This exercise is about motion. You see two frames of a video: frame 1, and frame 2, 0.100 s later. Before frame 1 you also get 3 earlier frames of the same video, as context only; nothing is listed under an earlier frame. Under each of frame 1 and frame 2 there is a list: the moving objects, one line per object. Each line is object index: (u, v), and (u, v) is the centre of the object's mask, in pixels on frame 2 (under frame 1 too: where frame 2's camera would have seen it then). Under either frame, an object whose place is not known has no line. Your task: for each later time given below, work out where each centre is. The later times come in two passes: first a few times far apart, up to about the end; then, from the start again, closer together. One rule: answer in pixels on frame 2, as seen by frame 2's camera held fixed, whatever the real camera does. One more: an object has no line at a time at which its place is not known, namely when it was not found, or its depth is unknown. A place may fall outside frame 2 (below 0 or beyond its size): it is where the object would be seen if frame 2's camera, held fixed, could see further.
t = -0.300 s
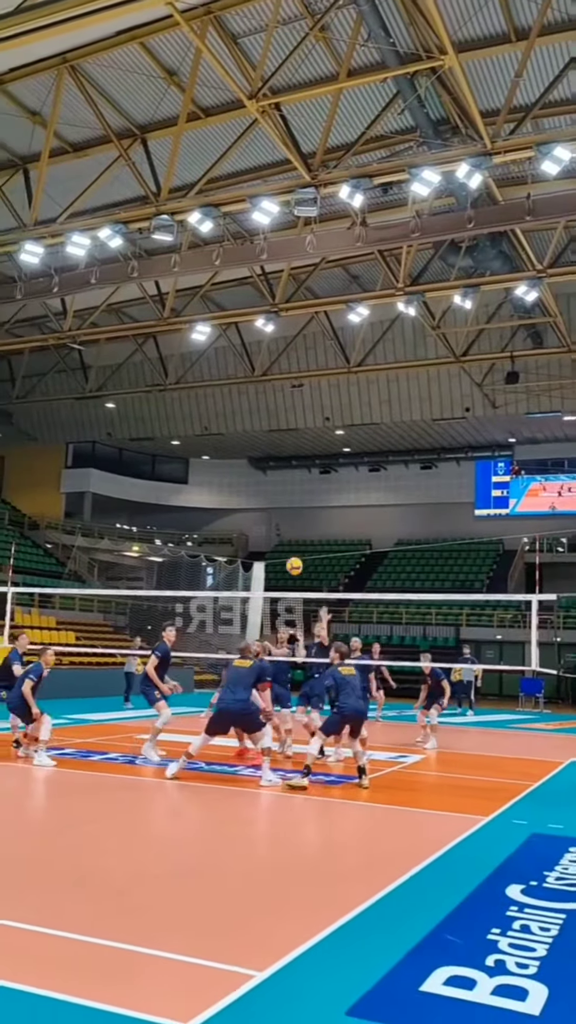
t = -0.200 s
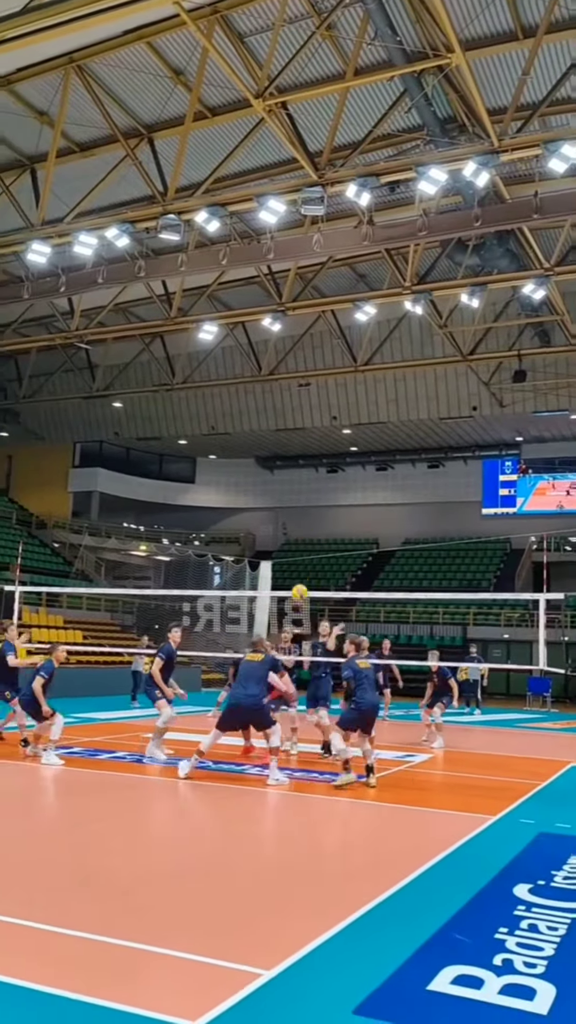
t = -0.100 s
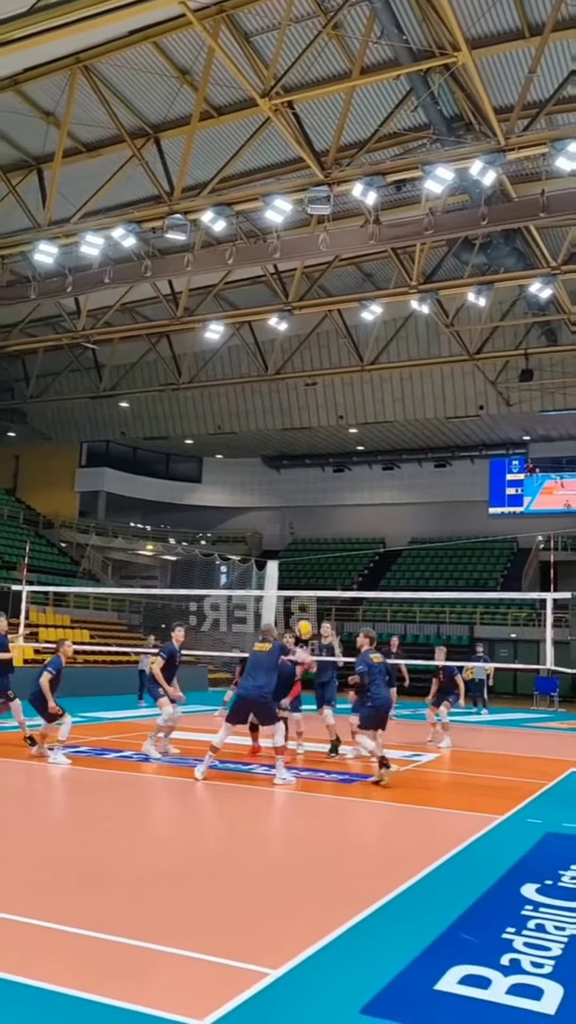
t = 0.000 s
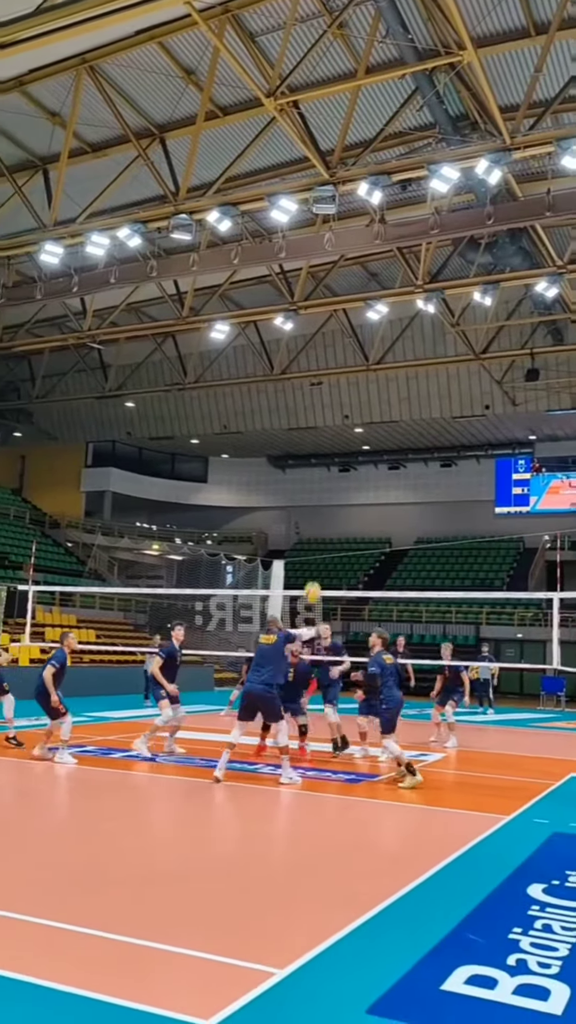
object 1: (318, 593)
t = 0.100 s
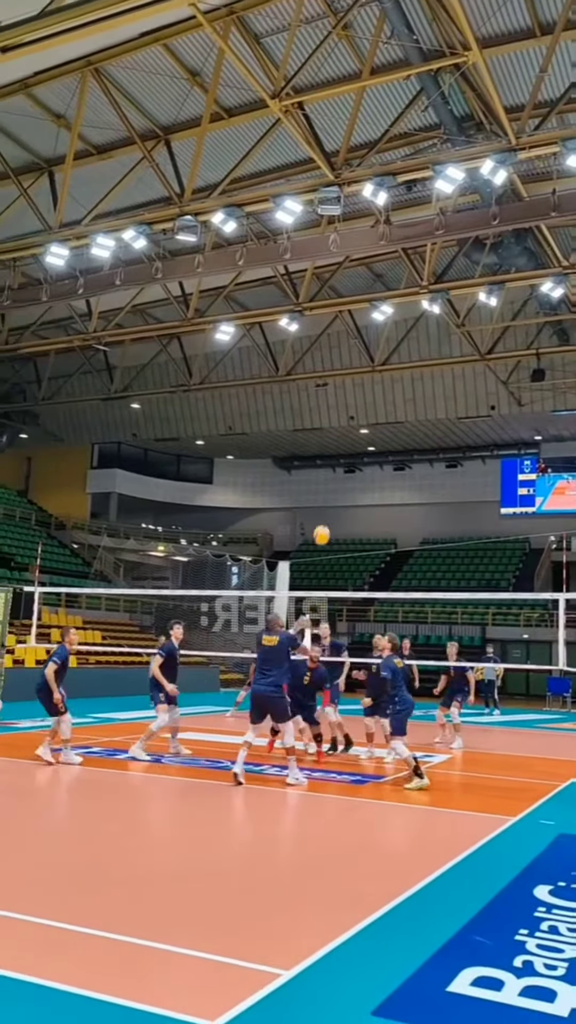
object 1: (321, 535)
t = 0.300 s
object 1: (330, 449)
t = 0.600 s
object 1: (340, 385)
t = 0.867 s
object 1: (347, 382)
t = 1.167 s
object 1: (352, 435)
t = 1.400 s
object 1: (354, 514)
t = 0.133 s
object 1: (323, 518)
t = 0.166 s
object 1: (324, 502)
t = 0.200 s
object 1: (325, 488)
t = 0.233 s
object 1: (327, 474)
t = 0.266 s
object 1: (328, 461)
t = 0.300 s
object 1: (330, 449)
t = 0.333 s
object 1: (331, 439)
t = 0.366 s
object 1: (332, 429)
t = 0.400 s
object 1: (333, 421)
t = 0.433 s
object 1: (335, 413)
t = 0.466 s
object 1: (336, 405)
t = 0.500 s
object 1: (337, 399)
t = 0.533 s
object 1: (338, 394)
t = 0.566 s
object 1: (339, 389)
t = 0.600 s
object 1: (340, 385)
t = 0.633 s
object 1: (341, 382)
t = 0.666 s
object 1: (342, 380)
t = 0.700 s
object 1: (342, 379)
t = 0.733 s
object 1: (343, 378)
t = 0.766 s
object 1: (344, 378)
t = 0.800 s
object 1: (345, 379)
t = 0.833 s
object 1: (346, 380)
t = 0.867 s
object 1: (347, 382)
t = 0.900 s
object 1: (347, 385)
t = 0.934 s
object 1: (348, 389)
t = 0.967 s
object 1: (349, 394)
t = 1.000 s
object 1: (350, 399)
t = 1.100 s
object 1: (351, 418)
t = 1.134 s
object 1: (352, 426)
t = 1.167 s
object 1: (352, 435)
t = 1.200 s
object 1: (352, 444)
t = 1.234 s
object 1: (353, 455)
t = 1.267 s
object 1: (353, 465)
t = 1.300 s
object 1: (353, 476)
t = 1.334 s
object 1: (353, 488)
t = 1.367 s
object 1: (354, 501)
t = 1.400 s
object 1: (354, 514)
